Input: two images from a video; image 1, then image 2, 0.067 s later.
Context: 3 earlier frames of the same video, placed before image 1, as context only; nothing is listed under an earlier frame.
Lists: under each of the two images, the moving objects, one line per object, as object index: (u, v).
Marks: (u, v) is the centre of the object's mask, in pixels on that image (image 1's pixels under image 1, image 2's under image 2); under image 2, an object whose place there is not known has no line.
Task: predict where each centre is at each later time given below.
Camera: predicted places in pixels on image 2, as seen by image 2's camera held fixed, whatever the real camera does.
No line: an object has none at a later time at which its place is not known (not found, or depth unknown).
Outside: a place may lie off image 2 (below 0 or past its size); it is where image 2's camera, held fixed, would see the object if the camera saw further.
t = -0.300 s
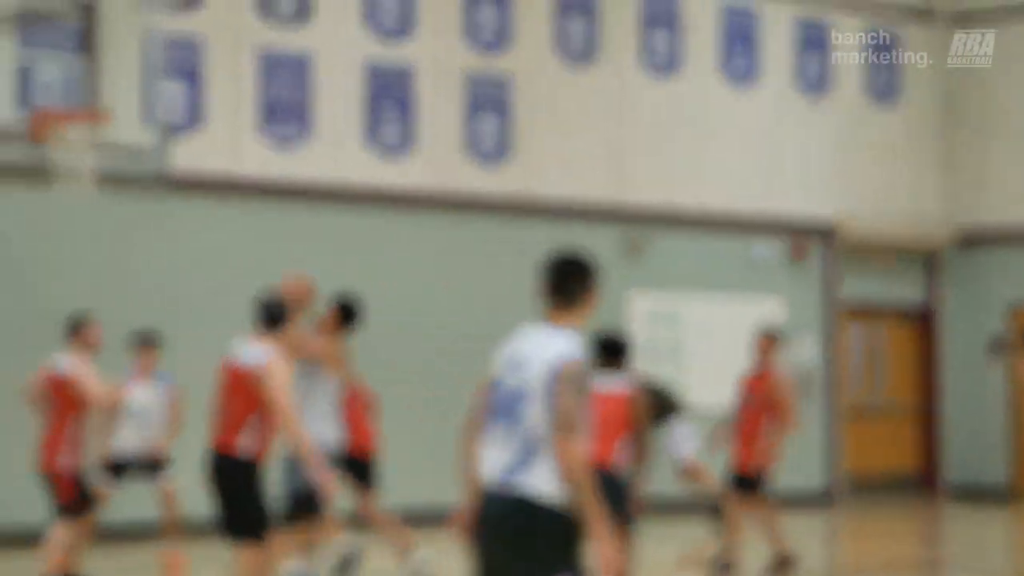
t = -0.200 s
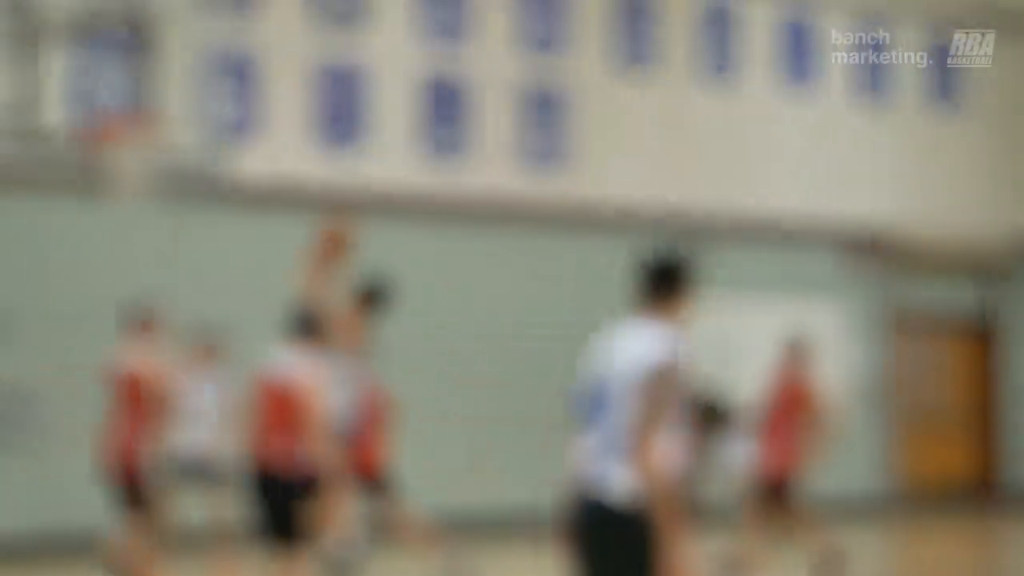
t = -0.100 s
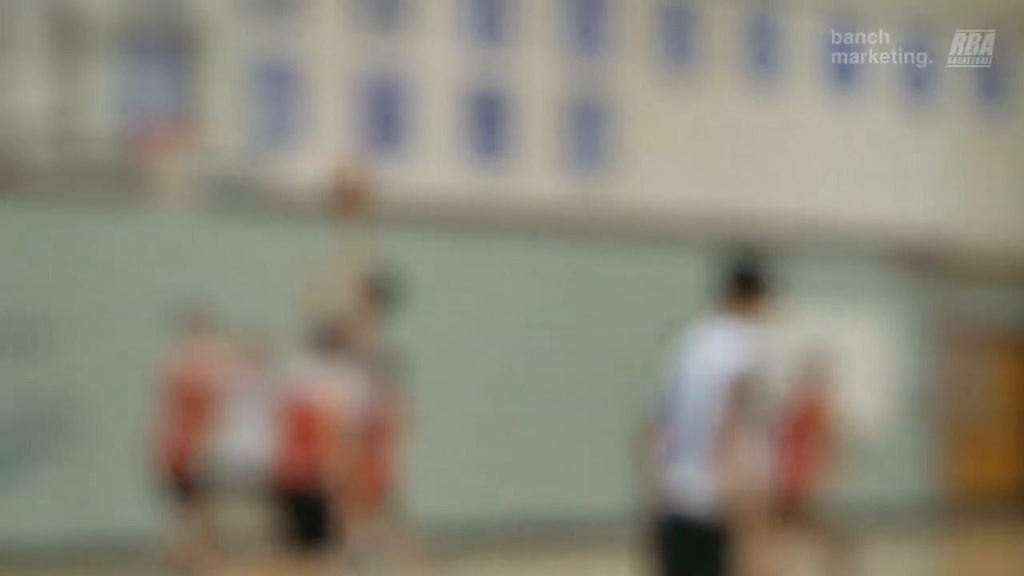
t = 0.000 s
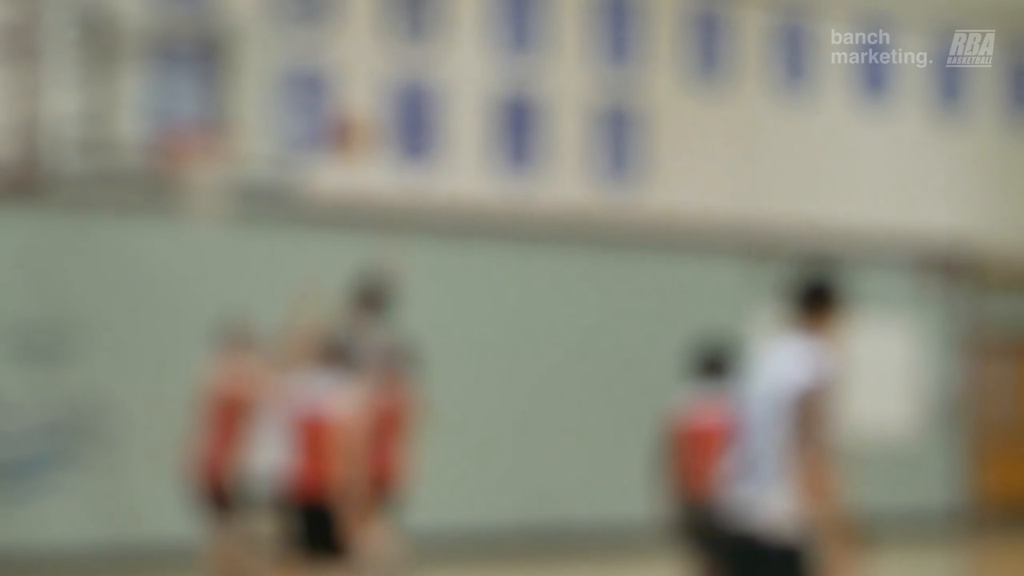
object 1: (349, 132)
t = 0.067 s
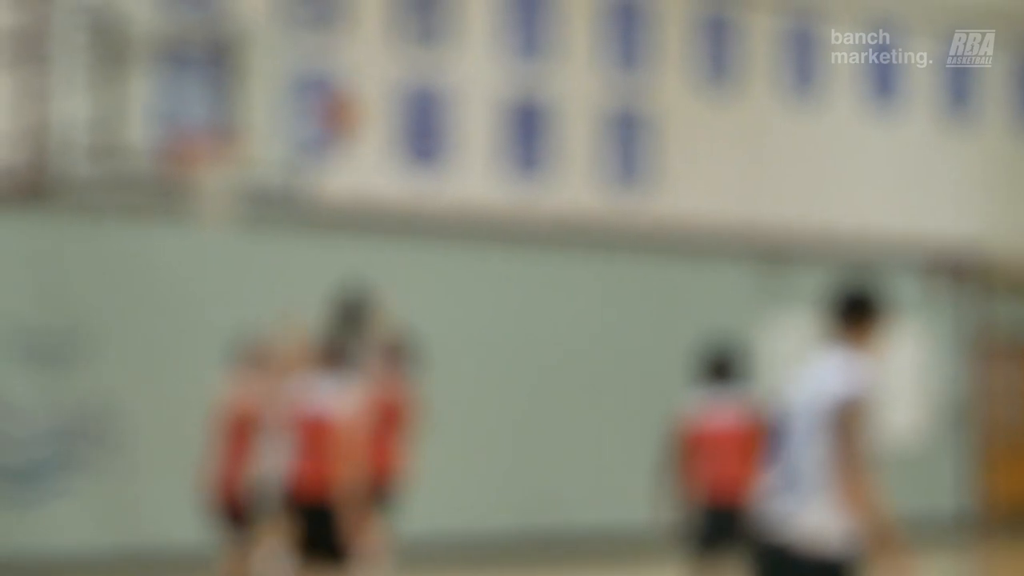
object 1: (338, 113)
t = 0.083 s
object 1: (337, 111)
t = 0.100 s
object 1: (329, 106)
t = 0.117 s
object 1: (326, 102)
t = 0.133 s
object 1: (321, 98)
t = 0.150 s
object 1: (316, 96)
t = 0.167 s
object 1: (313, 96)
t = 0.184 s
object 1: (307, 96)
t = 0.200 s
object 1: (306, 94)
